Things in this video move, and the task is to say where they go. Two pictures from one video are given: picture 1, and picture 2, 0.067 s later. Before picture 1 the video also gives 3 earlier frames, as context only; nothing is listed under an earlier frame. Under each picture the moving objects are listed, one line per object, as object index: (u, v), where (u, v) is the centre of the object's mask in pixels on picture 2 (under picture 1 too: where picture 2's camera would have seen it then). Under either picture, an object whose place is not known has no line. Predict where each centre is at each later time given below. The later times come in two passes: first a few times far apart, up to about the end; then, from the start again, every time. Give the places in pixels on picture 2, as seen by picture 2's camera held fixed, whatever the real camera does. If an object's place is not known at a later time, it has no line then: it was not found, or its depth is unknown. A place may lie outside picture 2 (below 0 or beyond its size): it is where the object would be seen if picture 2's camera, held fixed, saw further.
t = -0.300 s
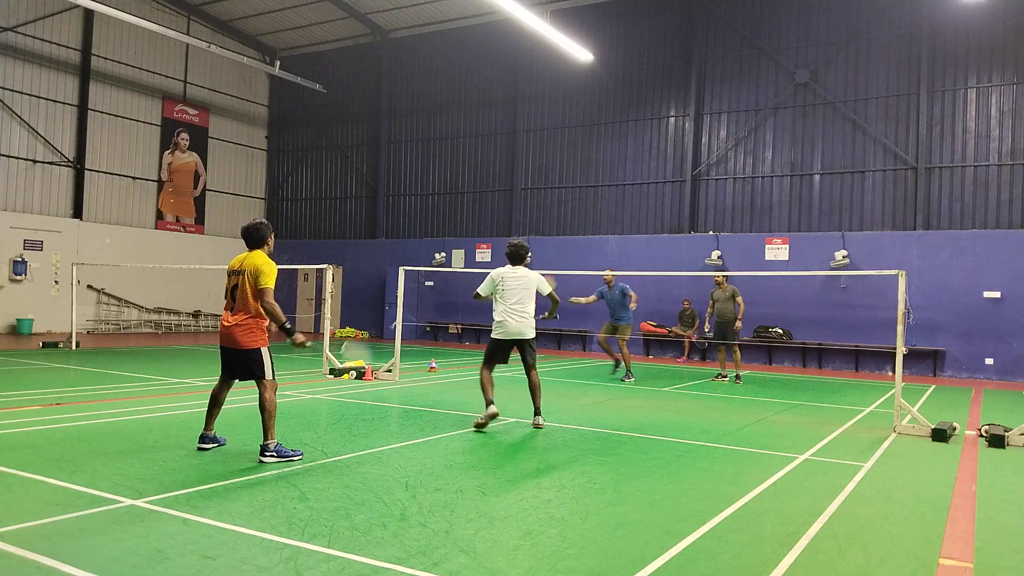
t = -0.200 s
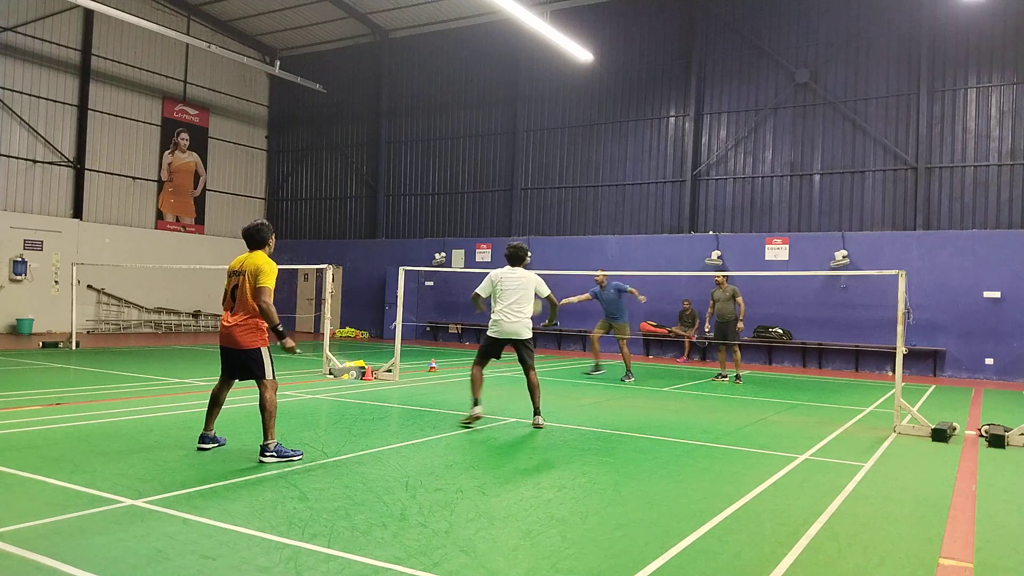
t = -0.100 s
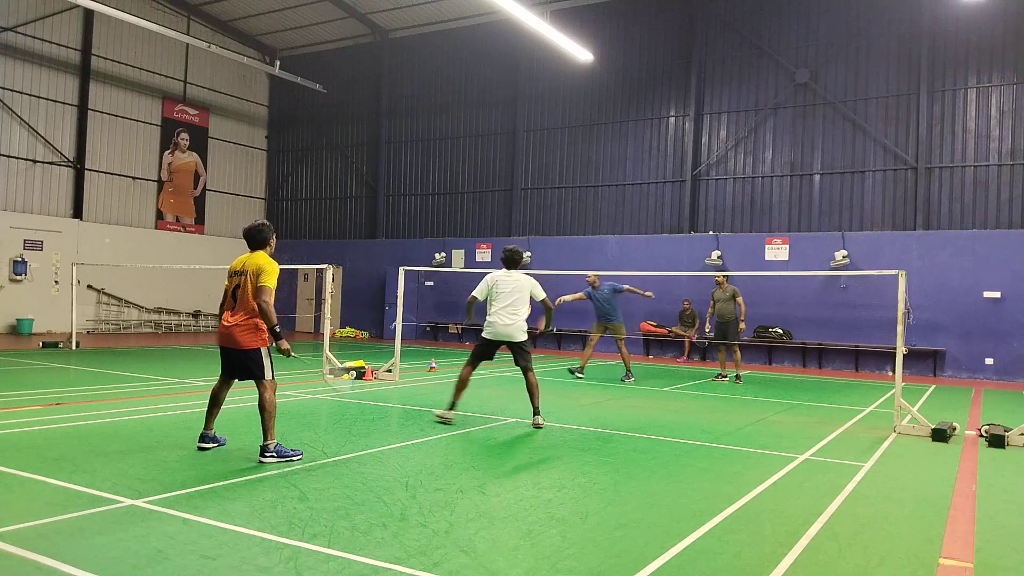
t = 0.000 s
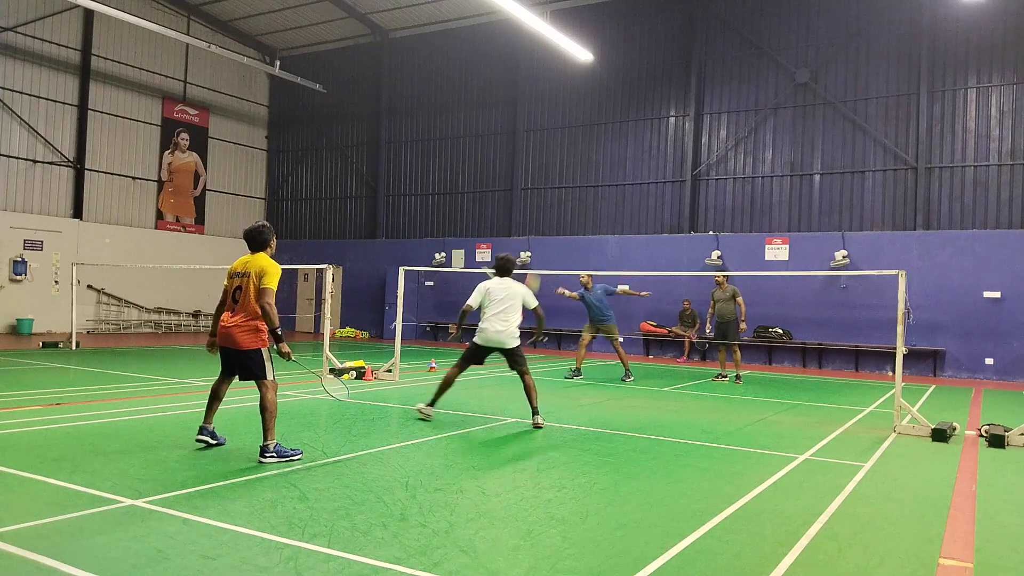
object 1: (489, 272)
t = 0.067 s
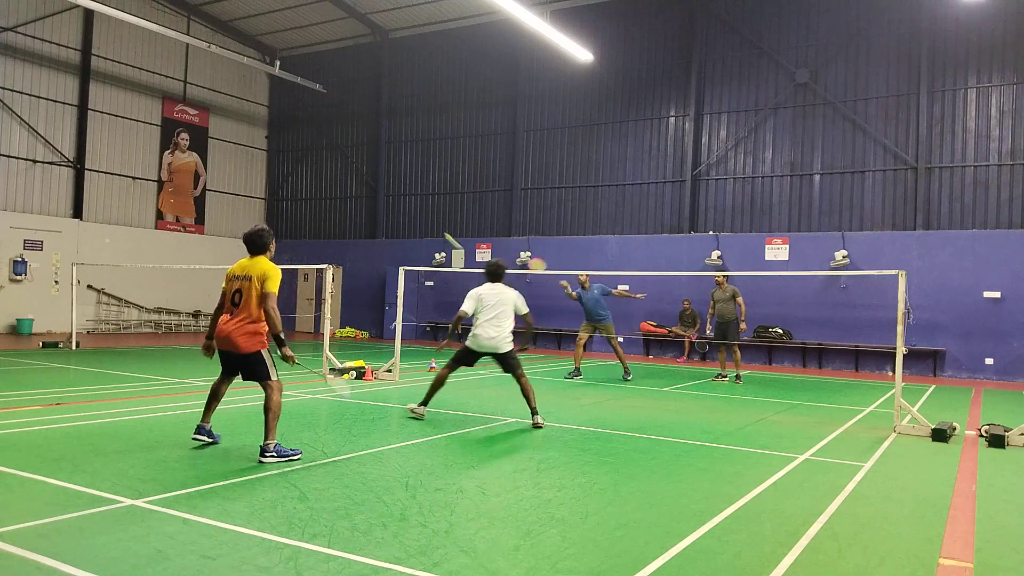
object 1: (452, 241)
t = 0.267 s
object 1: (354, 167)
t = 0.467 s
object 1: (261, 132)
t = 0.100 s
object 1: (436, 226)
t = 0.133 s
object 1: (419, 212)
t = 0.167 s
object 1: (402, 199)
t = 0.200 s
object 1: (386, 187)
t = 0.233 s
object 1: (370, 176)
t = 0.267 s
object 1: (354, 167)
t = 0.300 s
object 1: (339, 158)
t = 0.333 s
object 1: (323, 151)
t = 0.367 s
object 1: (307, 144)
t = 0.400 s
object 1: (292, 139)
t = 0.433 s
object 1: (277, 135)
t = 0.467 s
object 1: (261, 132)
